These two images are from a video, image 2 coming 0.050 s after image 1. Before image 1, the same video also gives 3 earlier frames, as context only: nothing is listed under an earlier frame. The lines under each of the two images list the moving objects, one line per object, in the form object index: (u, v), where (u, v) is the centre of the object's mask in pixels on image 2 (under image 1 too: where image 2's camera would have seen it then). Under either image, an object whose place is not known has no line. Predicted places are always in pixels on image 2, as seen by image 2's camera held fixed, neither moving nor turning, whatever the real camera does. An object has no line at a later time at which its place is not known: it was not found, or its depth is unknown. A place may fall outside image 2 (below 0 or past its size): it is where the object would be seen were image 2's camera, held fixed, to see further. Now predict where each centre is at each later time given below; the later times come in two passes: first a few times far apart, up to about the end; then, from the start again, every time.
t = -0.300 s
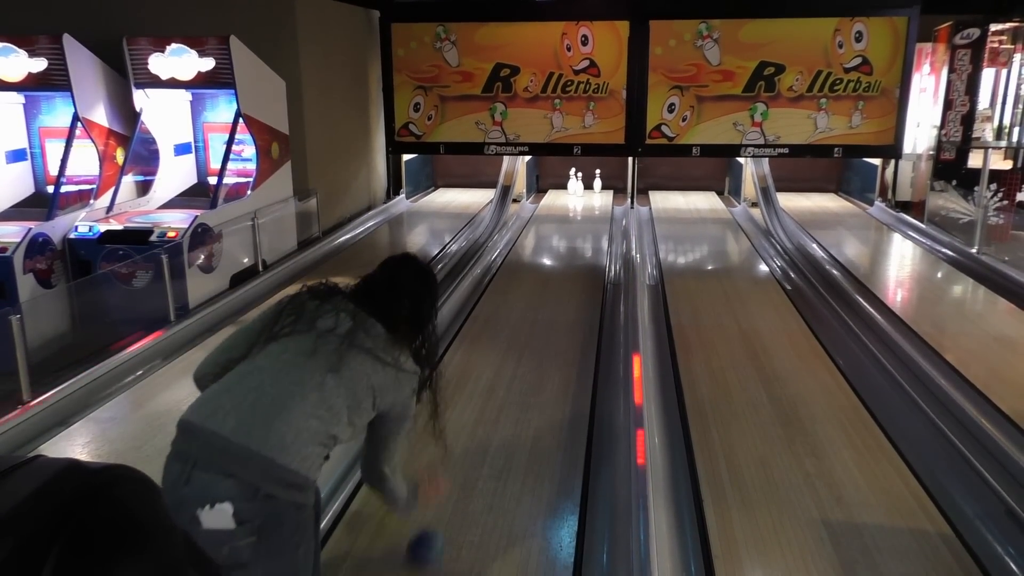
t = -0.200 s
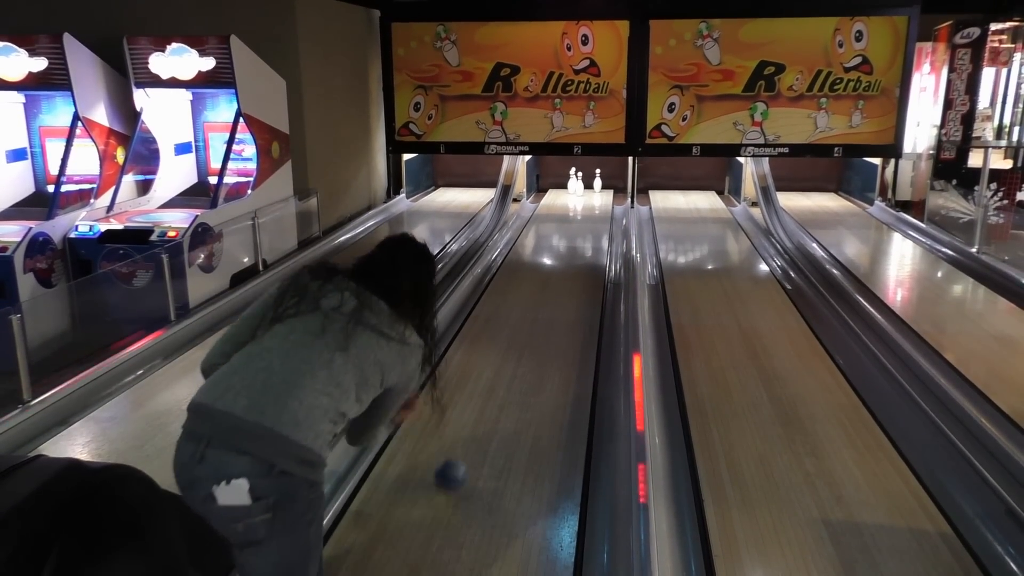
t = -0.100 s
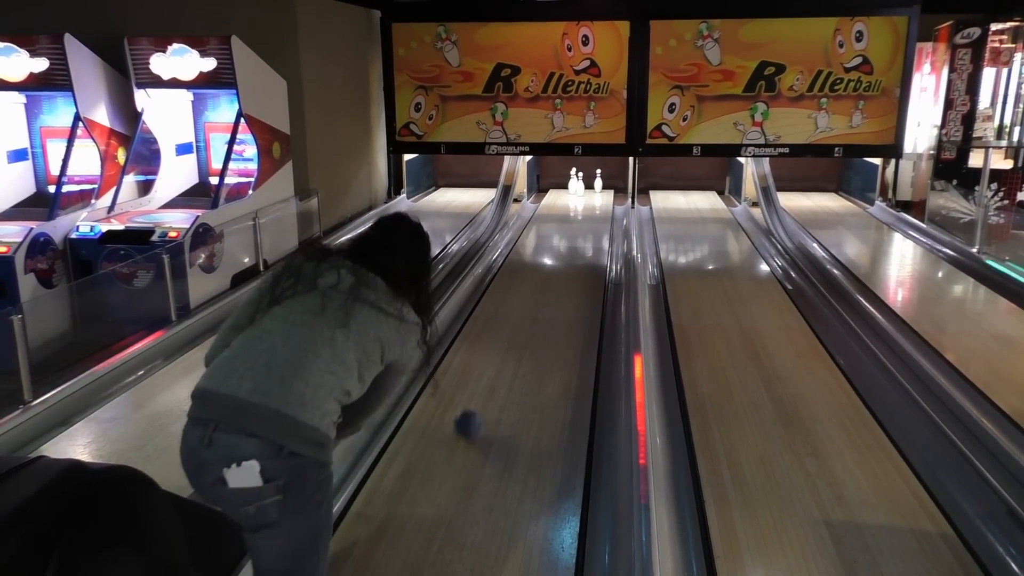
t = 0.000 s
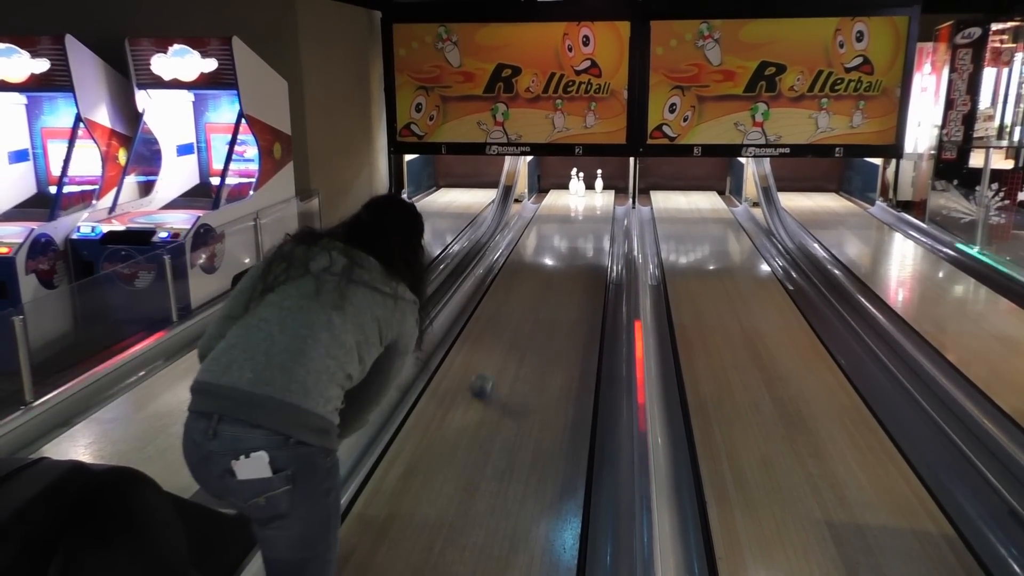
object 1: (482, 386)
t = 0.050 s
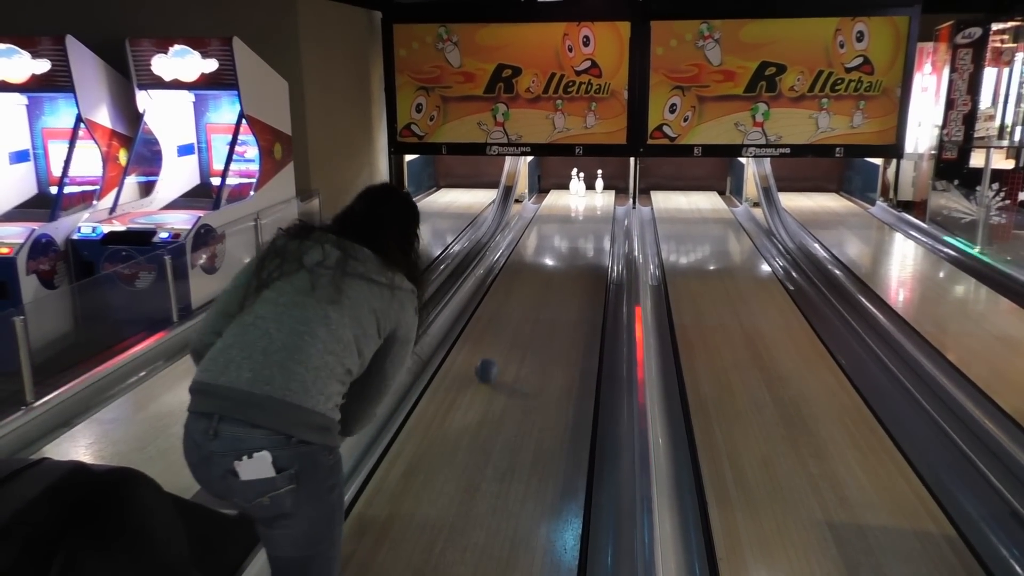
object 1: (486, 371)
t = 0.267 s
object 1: (501, 321)
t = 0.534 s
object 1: (514, 278)
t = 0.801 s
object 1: (523, 248)
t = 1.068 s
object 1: (529, 225)
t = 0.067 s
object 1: (488, 366)
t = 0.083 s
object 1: (489, 362)
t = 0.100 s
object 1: (491, 357)
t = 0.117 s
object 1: (492, 354)
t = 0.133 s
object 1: (493, 350)
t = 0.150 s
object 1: (494, 345)
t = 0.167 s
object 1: (496, 342)
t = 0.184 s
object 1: (497, 338)
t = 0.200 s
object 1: (499, 335)
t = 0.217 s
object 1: (499, 332)
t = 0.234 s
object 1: (499, 327)
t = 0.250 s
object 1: (500, 324)
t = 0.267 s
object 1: (501, 321)
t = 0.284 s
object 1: (503, 318)
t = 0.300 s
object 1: (503, 315)
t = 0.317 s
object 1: (505, 312)
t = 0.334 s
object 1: (506, 309)
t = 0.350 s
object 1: (507, 306)
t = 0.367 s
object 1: (507, 303)
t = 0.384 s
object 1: (509, 300)
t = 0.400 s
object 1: (509, 298)
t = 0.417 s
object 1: (510, 296)
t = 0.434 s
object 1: (510, 293)
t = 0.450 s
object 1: (511, 290)
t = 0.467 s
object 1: (512, 287)
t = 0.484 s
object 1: (512, 285)
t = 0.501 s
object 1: (513, 284)
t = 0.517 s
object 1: (513, 281)
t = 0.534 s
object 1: (514, 278)
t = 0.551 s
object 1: (515, 276)
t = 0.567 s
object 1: (515, 273)
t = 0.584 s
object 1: (516, 273)
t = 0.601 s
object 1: (516, 270)
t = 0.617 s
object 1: (516, 267)
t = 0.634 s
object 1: (517, 265)
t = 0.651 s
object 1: (518, 263)
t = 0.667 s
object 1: (519, 260)
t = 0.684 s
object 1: (519, 259)
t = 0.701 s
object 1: (520, 258)
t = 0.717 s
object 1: (520, 256)
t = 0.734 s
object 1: (521, 254)
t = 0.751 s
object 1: (521, 252)
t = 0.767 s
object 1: (522, 251)
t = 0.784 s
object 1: (522, 249)
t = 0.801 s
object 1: (523, 248)
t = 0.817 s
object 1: (523, 246)
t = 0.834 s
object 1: (524, 244)
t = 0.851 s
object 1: (524, 243)
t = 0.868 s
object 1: (524, 241)
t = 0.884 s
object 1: (525, 240)
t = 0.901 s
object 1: (525, 239)
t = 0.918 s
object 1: (526, 237)
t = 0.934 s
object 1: (526, 236)
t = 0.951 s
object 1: (527, 234)
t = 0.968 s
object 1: (527, 233)
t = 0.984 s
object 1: (527, 232)
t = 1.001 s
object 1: (528, 231)
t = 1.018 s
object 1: (528, 229)
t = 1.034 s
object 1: (528, 228)
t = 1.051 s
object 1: (529, 227)
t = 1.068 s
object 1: (529, 225)
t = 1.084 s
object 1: (529, 225)
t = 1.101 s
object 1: (530, 223)
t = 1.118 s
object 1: (530, 222)
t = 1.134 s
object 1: (530, 221)
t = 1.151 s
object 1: (531, 220)
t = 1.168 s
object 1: (531, 219)
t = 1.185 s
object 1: (531, 218)
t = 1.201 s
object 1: (532, 217)
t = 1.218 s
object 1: (532, 215)
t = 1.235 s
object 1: (532, 214)
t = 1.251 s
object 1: (533, 213)
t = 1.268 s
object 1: (533, 212)
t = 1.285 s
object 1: (534, 211)
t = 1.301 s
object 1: (534, 210)
